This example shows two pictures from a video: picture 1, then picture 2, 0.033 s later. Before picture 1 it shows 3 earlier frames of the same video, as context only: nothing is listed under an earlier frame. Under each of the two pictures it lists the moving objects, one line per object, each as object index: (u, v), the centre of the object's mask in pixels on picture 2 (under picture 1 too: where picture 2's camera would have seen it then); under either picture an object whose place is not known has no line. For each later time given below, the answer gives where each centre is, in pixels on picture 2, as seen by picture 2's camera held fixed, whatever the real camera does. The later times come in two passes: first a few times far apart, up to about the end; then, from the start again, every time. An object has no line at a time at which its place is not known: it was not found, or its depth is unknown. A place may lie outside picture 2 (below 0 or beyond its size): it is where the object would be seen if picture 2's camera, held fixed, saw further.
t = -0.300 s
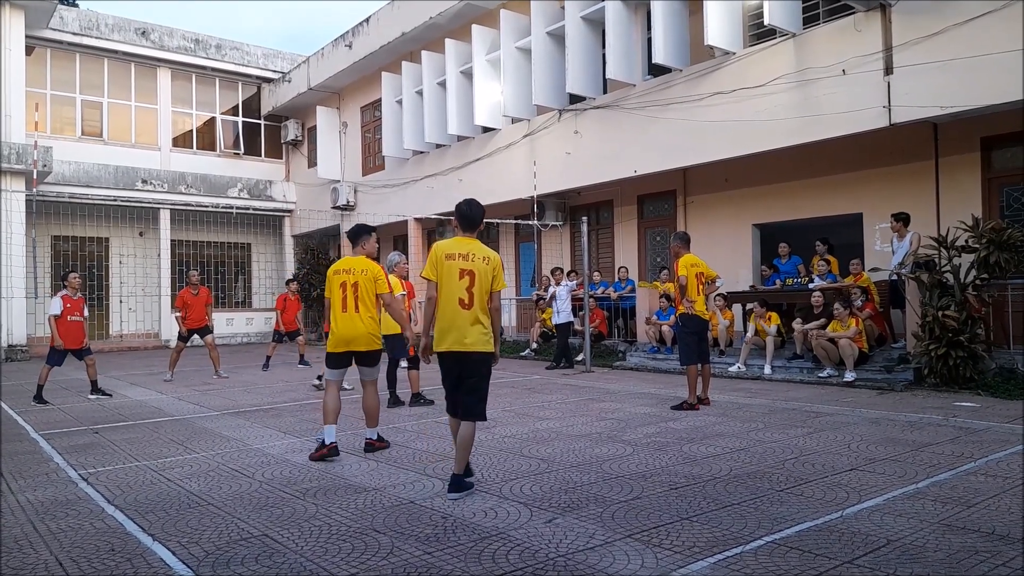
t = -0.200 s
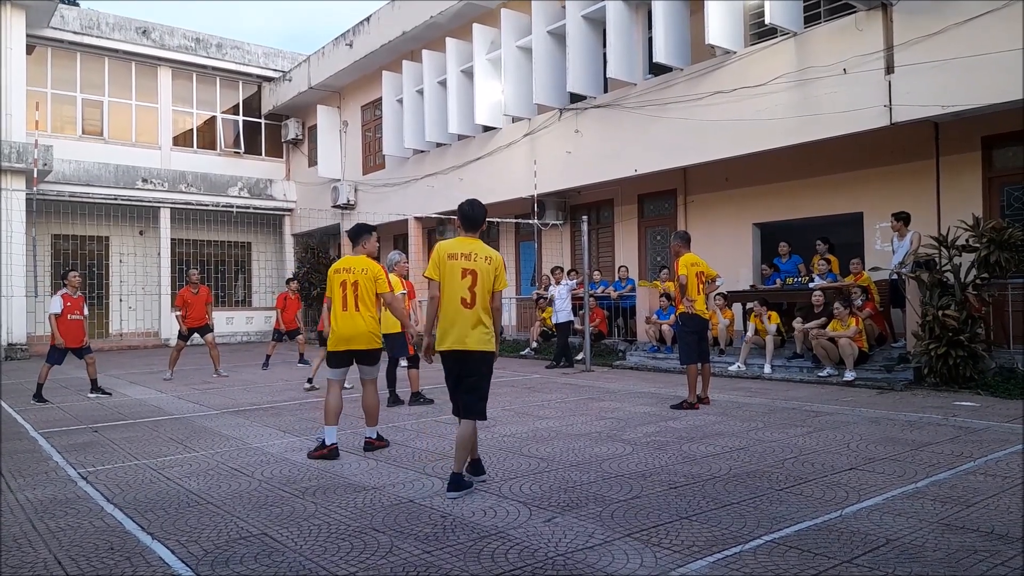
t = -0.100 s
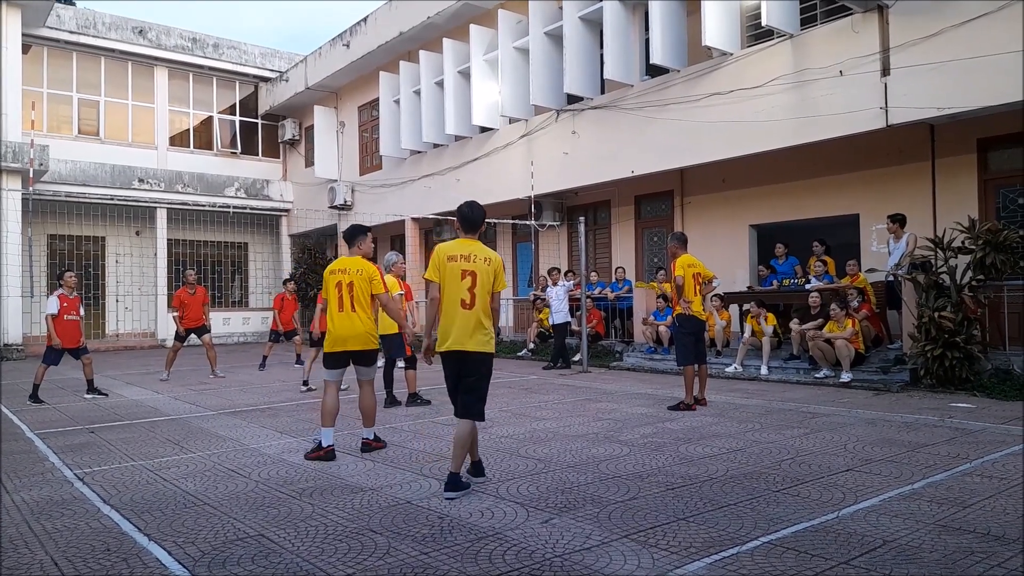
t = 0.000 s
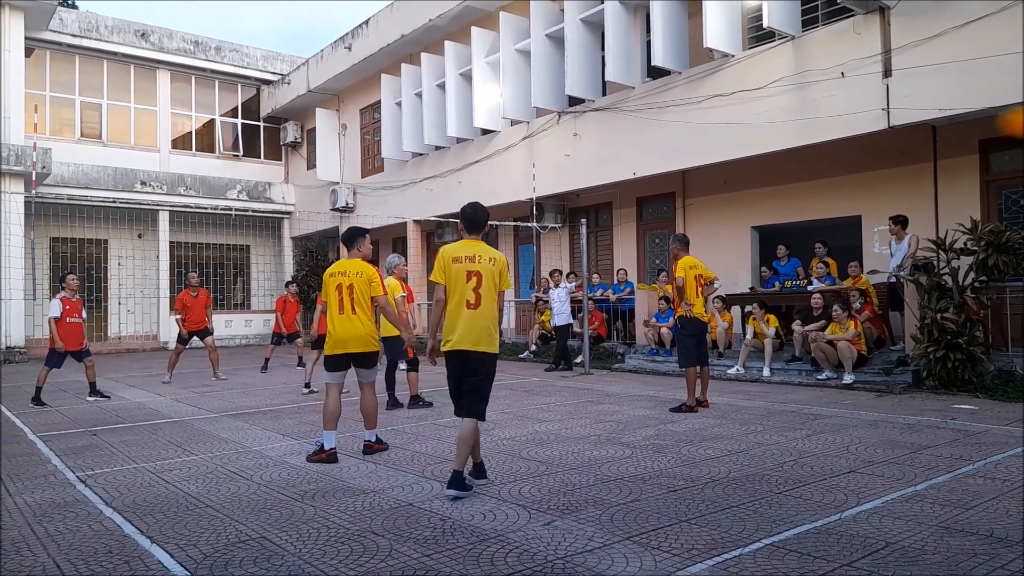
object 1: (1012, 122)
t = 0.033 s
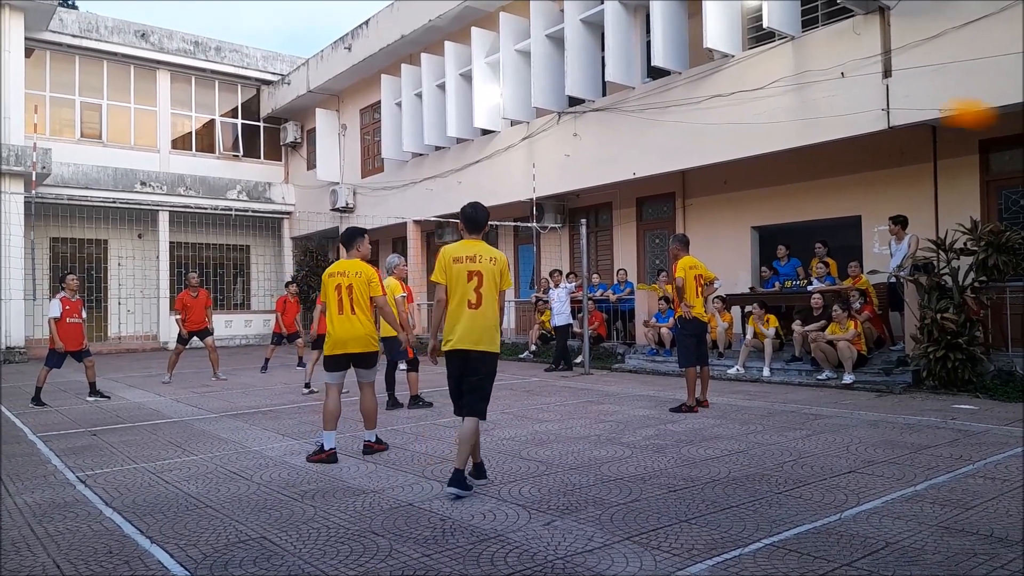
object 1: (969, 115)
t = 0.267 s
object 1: (639, 91)
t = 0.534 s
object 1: (410, 136)
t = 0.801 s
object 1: (251, 220)
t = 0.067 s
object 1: (907, 104)
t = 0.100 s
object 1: (853, 98)
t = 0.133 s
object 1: (803, 94)
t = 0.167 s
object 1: (756, 91)
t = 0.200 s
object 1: (714, 89)
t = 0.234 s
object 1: (675, 90)
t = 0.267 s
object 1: (639, 91)
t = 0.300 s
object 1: (604, 94)
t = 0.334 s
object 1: (571, 98)
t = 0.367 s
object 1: (541, 103)
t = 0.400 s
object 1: (513, 108)
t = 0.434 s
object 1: (485, 114)
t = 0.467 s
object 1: (460, 121)
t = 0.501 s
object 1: (433, 129)
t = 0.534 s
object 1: (410, 136)
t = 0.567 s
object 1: (386, 145)
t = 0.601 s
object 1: (369, 153)
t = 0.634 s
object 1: (347, 163)
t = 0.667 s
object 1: (325, 174)
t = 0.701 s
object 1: (306, 185)
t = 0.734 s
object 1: (288, 195)
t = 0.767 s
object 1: (270, 207)
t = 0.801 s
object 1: (251, 220)
